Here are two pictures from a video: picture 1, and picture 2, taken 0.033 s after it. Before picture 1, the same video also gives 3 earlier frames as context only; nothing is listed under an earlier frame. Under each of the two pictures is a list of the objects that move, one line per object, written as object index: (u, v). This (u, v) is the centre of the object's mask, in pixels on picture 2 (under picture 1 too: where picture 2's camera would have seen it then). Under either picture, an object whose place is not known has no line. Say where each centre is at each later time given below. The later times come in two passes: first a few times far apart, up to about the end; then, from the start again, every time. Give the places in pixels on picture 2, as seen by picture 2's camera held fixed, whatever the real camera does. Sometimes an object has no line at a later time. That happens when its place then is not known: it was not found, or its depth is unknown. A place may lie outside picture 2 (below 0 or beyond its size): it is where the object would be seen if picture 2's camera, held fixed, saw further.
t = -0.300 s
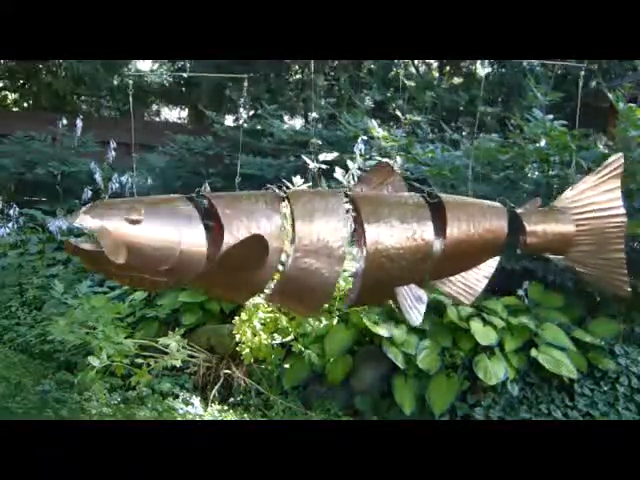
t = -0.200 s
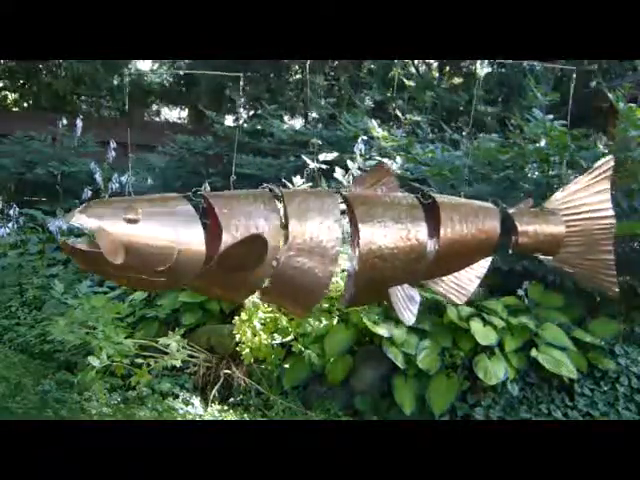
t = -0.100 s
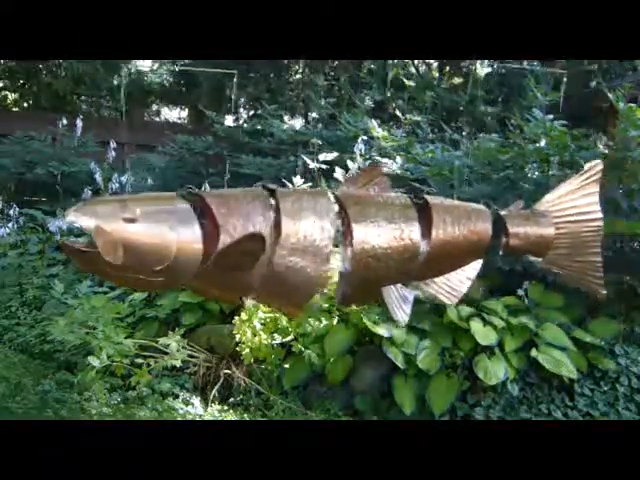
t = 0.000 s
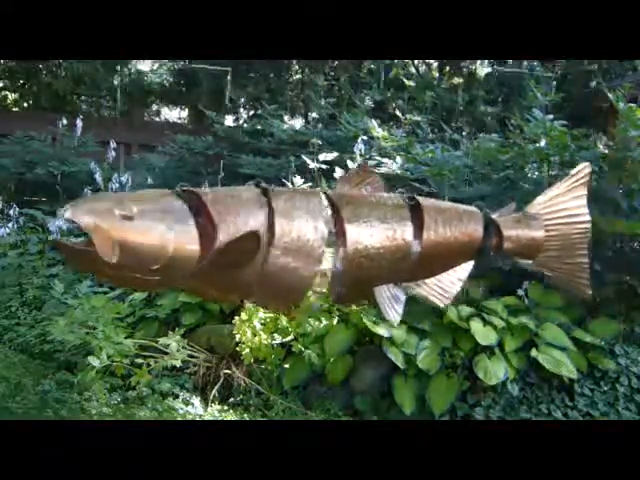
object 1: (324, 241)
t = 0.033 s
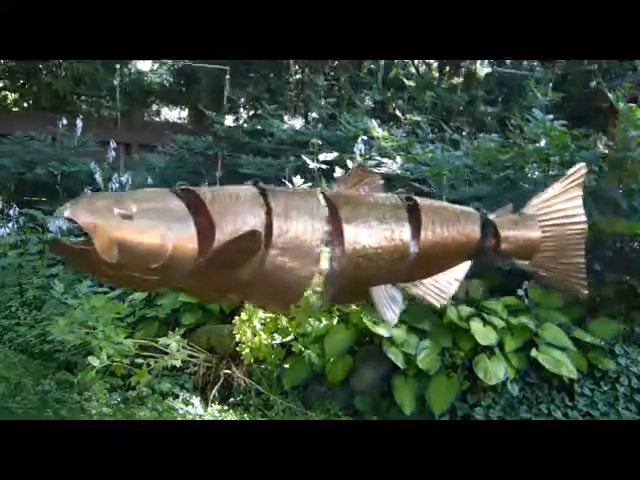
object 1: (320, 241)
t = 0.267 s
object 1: (296, 241)
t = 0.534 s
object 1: (279, 242)
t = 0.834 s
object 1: (277, 243)
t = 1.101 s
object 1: (286, 245)
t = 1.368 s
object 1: (294, 250)
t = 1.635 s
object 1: (299, 256)
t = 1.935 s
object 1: (304, 256)
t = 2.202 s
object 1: (300, 256)
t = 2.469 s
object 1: (300, 256)
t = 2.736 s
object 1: (302, 253)
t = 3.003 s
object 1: (314, 252)
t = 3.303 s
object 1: (347, 254)
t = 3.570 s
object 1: (374, 255)
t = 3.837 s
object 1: (389, 257)
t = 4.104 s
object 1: (388, 256)
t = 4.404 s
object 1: (368, 253)
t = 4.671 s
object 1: (351, 251)
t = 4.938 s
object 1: (338, 250)
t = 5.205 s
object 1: (336, 247)
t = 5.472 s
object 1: (340, 246)
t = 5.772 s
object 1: (349, 244)
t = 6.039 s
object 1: (352, 244)
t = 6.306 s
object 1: (349, 245)
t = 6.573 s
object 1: (342, 245)
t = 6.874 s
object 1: (337, 247)
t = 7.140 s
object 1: (340, 248)
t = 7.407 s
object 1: (351, 249)
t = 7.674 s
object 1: (362, 249)
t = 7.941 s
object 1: (371, 248)
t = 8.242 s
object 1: (371, 248)
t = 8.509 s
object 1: (365, 247)
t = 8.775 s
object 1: (349, 247)
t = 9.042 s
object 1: (334, 247)
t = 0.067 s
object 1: (316, 241)
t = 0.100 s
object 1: (312, 241)
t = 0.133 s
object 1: (309, 241)
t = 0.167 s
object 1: (306, 241)
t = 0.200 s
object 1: (303, 241)
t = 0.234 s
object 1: (299, 241)
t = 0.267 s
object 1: (296, 241)
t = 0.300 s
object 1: (293, 241)
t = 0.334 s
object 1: (291, 241)
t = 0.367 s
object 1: (289, 241)
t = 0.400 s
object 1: (286, 241)
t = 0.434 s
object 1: (284, 241)
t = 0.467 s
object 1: (282, 241)
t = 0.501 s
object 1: (281, 241)
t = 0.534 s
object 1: (279, 242)
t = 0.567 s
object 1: (278, 242)
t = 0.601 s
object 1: (278, 242)
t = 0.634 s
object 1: (277, 242)
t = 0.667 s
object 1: (277, 242)
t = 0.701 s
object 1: (277, 242)
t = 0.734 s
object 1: (276, 242)
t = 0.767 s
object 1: (276, 242)
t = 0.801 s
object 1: (277, 242)
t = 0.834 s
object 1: (277, 243)
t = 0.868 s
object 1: (278, 243)
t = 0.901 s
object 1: (278, 243)
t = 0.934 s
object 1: (279, 244)
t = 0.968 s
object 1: (280, 244)
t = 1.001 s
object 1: (283, 244)
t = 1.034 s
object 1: (284, 244)
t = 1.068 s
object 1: (285, 245)
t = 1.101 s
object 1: (286, 245)
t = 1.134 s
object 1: (289, 245)
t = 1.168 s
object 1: (290, 246)
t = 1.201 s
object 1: (292, 246)
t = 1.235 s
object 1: (293, 247)
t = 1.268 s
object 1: (293, 247)
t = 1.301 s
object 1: (294, 248)
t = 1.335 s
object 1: (294, 249)
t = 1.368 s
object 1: (294, 250)
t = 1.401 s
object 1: (295, 250)
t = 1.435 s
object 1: (296, 251)
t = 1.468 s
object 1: (296, 252)
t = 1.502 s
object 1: (295, 253)
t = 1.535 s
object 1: (296, 255)
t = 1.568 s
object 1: (297, 255)
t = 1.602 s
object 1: (298, 256)
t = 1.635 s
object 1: (299, 256)
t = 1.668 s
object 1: (300, 256)
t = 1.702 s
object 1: (301, 257)
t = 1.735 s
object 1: (303, 256)
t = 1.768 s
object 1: (304, 256)
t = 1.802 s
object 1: (304, 257)
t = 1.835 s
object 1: (305, 257)
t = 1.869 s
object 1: (303, 257)
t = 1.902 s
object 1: (303, 257)
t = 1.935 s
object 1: (304, 256)
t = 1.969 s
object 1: (303, 257)
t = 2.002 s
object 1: (303, 257)
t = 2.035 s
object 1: (302, 256)
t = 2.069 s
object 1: (301, 256)
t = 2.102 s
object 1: (302, 256)
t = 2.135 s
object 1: (301, 256)
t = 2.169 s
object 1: (300, 256)
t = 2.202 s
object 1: (300, 256)
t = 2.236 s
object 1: (300, 256)
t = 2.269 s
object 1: (299, 256)
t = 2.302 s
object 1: (300, 256)
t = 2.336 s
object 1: (300, 256)
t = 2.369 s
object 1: (299, 257)
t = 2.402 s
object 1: (299, 257)
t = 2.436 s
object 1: (299, 256)
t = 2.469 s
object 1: (300, 256)
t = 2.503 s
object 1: (301, 256)
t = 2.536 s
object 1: (302, 255)
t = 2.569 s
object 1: (302, 252)
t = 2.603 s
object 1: (300, 253)
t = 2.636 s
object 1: (301, 250)
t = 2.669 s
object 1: (301, 251)
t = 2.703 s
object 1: (301, 251)
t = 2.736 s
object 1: (302, 253)
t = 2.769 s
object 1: (302, 254)
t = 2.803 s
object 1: (304, 251)
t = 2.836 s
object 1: (305, 251)
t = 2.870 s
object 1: (306, 255)
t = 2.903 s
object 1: (308, 252)
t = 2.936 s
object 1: (309, 252)
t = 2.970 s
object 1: (312, 252)
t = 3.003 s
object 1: (314, 252)
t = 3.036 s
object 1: (318, 252)
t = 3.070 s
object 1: (322, 252)
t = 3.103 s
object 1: (324, 252)
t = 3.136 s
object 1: (328, 253)
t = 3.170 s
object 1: (332, 253)
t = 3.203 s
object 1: (336, 254)
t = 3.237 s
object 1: (340, 253)
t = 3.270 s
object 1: (344, 254)
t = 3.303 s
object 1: (347, 254)
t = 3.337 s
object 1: (351, 255)
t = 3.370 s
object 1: (355, 255)
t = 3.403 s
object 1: (359, 255)
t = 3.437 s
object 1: (362, 255)
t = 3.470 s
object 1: (366, 255)
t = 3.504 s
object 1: (369, 255)
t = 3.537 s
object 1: (372, 255)
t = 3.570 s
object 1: (374, 255)
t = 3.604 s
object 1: (377, 256)
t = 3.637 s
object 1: (380, 256)
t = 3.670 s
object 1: (383, 257)
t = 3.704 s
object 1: (384, 256)
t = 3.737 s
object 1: (386, 257)
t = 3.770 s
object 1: (387, 257)
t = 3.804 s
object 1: (388, 257)
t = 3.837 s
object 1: (389, 257)
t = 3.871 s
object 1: (390, 258)
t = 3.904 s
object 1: (391, 257)
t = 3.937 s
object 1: (392, 257)
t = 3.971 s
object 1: (391, 258)
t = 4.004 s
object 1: (390, 257)
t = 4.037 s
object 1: (389, 257)
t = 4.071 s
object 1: (389, 256)
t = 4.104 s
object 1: (388, 256)
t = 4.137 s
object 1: (386, 256)
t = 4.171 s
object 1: (385, 256)
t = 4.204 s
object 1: (383, 255)
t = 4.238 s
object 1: (380, 254)
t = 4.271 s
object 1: (378, 254)
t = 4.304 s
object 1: (375, 254)
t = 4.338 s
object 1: (373, 253)
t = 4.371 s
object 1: (370, 253)
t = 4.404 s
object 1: (368, 253)
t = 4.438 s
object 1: (366, 253)
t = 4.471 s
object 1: (364, 253)
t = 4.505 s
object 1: (361, 252)
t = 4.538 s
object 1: (359, 252)
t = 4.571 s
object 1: (357, 252)
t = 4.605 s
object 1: (355, 252)
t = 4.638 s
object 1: (352, 251)
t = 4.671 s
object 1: (351, 251)
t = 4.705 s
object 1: (347, 251)
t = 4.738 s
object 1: (344, 250)
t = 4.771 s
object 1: (343, 251)
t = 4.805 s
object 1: (342, 250)
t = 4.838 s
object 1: (340, 250)
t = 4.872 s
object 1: (339, 250)
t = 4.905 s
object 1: (339, 250)
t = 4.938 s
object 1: (338, 250)
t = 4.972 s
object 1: (336, 249)
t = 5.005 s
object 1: (335, 249)
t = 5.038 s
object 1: (335, 249)
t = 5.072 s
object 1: (335, 249)
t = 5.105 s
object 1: (335, 248)
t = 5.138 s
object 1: (335, 248)
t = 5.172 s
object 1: (335, 248)
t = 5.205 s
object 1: (336, 247)
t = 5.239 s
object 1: (336, 247)
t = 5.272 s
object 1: (336, 247)
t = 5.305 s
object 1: (336, 247)
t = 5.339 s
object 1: (338, 246)
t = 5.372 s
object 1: (338, 246)
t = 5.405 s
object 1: (339, 246)
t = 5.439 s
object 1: (340, 246)
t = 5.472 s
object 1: (340, 246)
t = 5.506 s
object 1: (341, 246)
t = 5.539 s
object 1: (342, 246)
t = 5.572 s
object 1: (344, 246)
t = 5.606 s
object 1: (345, 245)
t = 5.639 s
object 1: (345, 245)
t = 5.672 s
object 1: (346, 245)
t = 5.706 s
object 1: (348, 245)
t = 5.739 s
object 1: (348, 244)
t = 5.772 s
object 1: (349, 244)
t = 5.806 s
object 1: (350, 244)
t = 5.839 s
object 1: (350, 244)
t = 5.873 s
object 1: (350, 244)
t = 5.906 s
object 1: (350, 244)
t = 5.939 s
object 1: (350, 244)
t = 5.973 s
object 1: (351, 244)
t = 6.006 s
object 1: (352, 244)
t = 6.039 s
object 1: (352, 244)
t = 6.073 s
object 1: (351, 244)
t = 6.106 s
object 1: (351, 244)
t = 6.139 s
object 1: (351, 245)
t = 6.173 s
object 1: (351, 245)
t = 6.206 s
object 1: (351, 245)
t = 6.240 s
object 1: (350, 244)
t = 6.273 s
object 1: (350, 245)
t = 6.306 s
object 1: (349, 245)
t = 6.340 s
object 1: (349, 244)
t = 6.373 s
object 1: (348, 245)
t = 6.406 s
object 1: (347, 244)
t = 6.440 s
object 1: (345, 245)
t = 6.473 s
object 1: (344, 245)
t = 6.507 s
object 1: (344, 245)
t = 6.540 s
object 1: (343, 245)
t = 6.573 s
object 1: (342, 245)
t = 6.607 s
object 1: (341, 246)
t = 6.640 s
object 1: (341, 246)
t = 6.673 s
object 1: (339, 246)
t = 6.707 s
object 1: (339, 246)
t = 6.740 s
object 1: (339, 246)
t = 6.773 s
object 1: (339, 246)
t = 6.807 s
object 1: (337, 246)
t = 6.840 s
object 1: (338, 247)
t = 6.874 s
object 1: (337, 247)
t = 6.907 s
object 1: (337, 247)
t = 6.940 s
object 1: (337, 247)
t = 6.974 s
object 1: (337, 248)
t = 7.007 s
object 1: (338, 248)
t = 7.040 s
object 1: (338, 248)
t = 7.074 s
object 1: (338, 248)
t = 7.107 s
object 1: (339, 248)
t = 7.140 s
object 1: (340, 248)
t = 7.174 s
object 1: (341, 248)
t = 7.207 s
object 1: (342, 249)
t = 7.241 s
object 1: (343, 249)
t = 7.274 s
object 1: (345, 249)
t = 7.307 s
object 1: (346, 249)
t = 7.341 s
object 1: (349, 249)
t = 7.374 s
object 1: (349, 249)
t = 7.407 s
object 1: (351, 249)
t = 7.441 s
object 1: (352, 249)
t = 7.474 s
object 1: (354, 249)
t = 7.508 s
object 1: (356, 249)
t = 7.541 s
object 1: (357, 249)
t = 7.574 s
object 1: (358, 249)
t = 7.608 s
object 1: (360, 249)
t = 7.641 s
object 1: (360, 249)
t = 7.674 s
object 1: (362, 249)
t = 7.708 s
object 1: (364, 249)
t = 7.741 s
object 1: (364, 249)
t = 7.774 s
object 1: (365, 249)
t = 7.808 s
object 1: (367, 249)
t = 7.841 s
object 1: (368, 249)
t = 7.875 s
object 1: (370, 249)
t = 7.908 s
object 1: (370, 248)
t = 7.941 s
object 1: (371, 248)
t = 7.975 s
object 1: (371, 248)
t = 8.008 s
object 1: (371, 248)
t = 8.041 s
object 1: (371, 248)
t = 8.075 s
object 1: (371, 248)
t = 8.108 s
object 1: (372, 248)
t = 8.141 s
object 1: (372, 248)
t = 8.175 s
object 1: (372, 248)
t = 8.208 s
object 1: (372, 248)
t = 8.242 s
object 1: (371, 248)
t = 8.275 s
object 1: (372, 248)
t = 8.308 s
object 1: (371, 248)
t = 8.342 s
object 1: (371, 248)
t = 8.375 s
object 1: (370, 248)
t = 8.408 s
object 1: (370, 248)
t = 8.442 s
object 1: (369, 248)
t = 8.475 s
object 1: (367, 248)
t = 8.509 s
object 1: (365, 247)
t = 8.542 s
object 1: (363, 247)
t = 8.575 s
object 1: (362, 247)
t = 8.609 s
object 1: (360, 248)
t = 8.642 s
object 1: (359, 248)
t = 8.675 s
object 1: (357, 247)
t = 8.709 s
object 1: (355, 248)
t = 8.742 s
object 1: (353, 247)
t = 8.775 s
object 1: (349, 247)
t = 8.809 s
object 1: (347, 247)
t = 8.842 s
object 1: (345, 247)
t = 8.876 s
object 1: (342, 247)
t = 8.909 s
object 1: (341, 247)
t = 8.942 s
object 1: (339, 247)
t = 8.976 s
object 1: (338, 247)
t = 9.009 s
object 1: (336, 247)
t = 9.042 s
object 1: (334, 247)
